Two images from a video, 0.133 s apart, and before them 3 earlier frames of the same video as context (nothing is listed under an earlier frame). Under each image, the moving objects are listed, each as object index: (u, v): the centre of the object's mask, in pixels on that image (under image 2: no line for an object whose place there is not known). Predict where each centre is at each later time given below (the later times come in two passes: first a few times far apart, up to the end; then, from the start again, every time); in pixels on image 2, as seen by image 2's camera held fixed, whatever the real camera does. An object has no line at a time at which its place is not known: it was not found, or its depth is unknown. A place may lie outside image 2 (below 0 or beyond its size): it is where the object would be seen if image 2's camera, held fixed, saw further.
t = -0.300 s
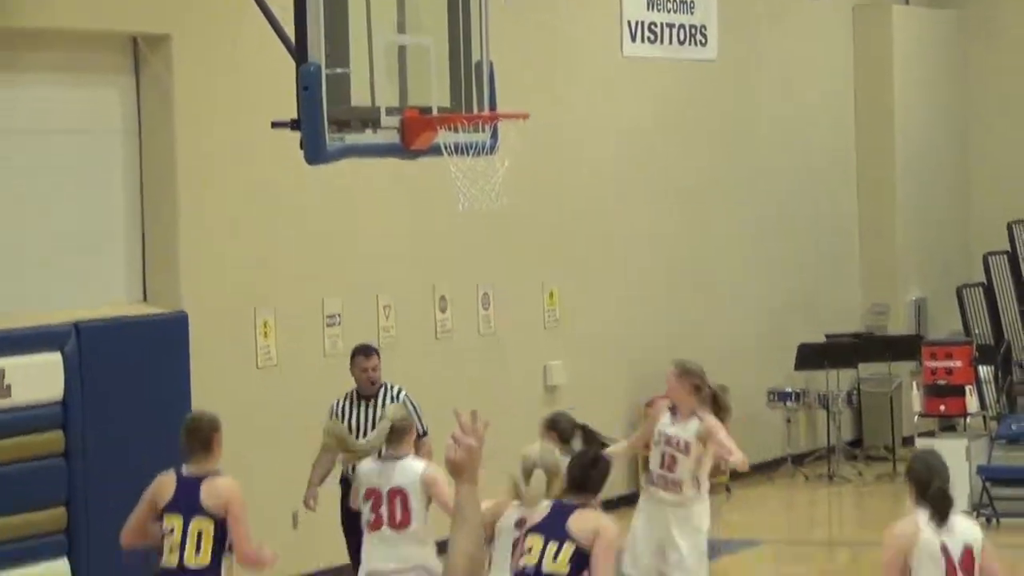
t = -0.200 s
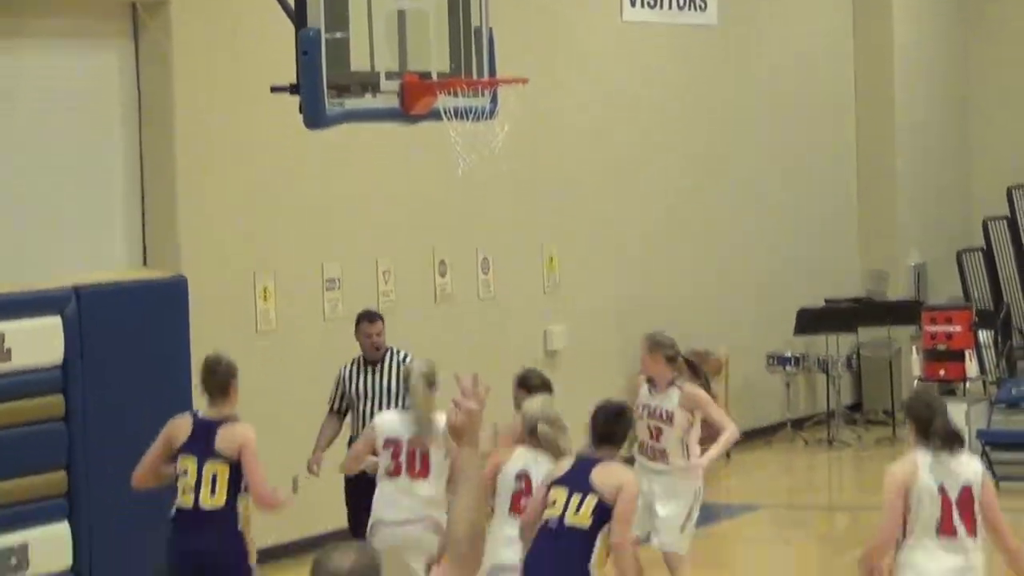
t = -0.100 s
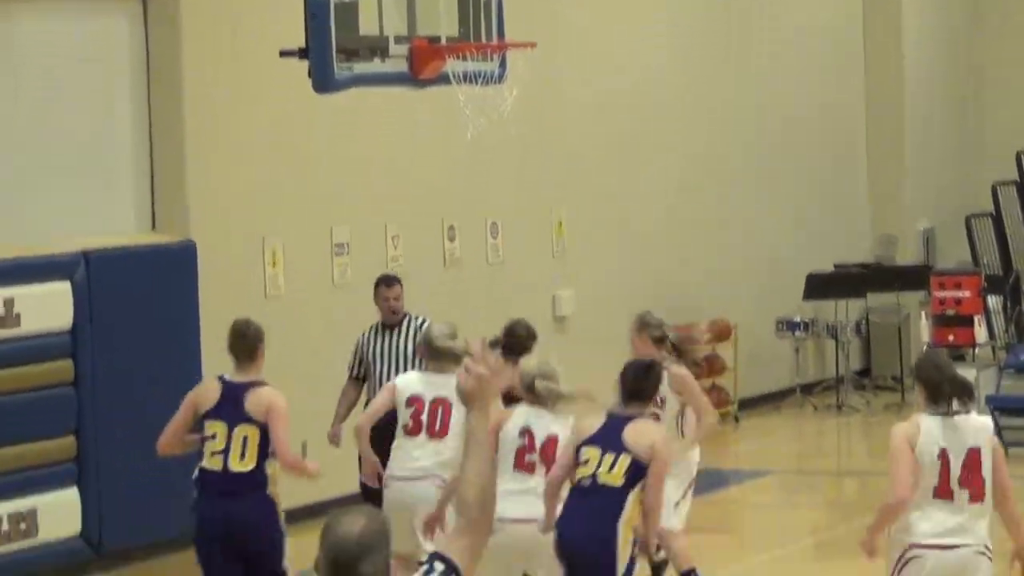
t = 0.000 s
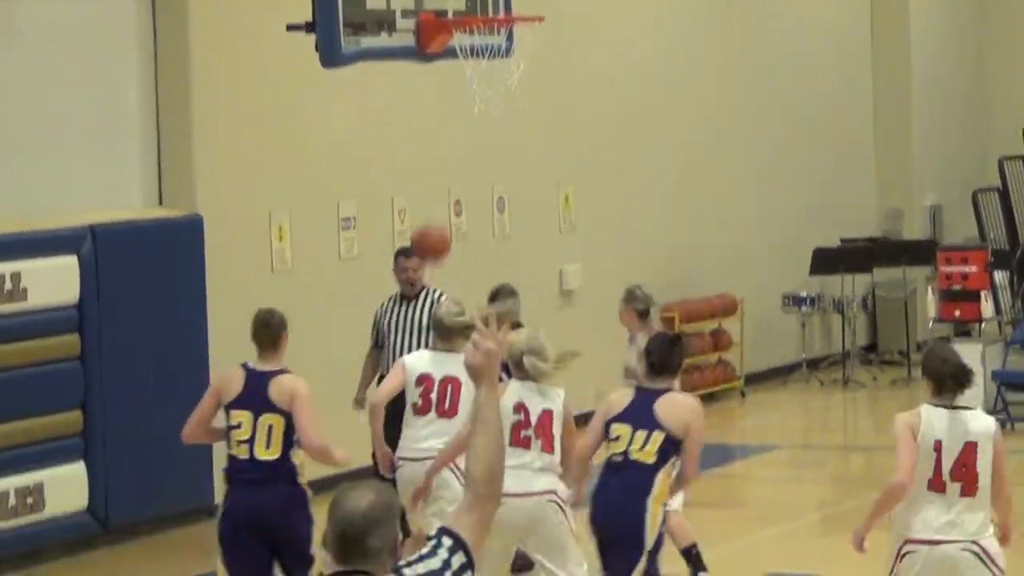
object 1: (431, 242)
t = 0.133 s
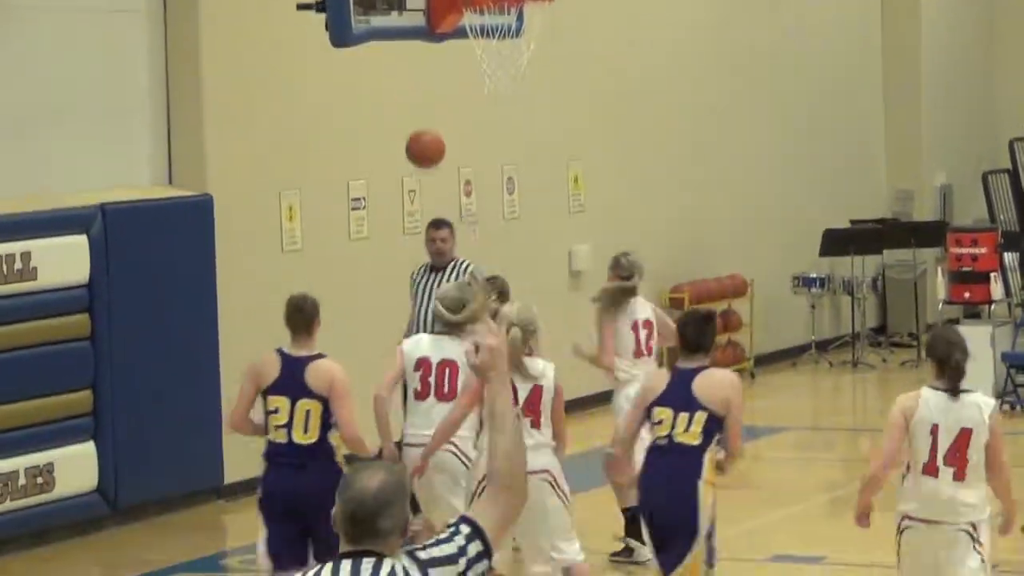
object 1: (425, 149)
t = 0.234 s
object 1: (414, 111)
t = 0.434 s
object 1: (395, 90)
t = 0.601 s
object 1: (381, 123)
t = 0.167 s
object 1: (421, 134)
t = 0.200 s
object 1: (417, 121)
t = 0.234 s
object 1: (414, 111)
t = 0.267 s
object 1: (410, 103)
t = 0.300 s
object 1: (407, 97)
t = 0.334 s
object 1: (404, 93)
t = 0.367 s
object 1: (401, 90)
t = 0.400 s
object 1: (398, 89)
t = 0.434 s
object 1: (395, 90)
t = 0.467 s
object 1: (392, 93)
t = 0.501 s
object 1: (389, 98)
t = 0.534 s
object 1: (386, 105)
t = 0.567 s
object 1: (383, 113)
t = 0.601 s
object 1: (381, 123)
